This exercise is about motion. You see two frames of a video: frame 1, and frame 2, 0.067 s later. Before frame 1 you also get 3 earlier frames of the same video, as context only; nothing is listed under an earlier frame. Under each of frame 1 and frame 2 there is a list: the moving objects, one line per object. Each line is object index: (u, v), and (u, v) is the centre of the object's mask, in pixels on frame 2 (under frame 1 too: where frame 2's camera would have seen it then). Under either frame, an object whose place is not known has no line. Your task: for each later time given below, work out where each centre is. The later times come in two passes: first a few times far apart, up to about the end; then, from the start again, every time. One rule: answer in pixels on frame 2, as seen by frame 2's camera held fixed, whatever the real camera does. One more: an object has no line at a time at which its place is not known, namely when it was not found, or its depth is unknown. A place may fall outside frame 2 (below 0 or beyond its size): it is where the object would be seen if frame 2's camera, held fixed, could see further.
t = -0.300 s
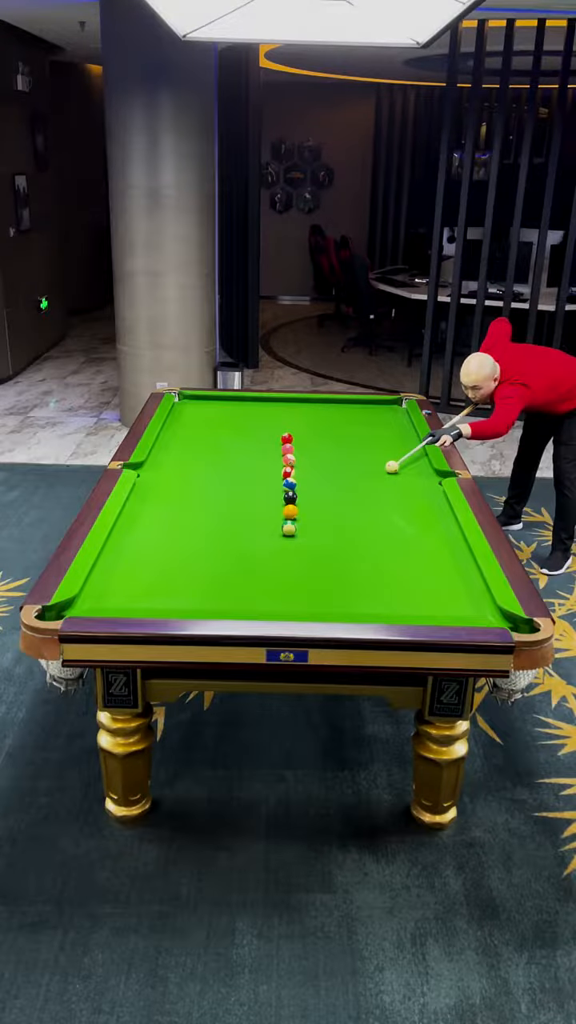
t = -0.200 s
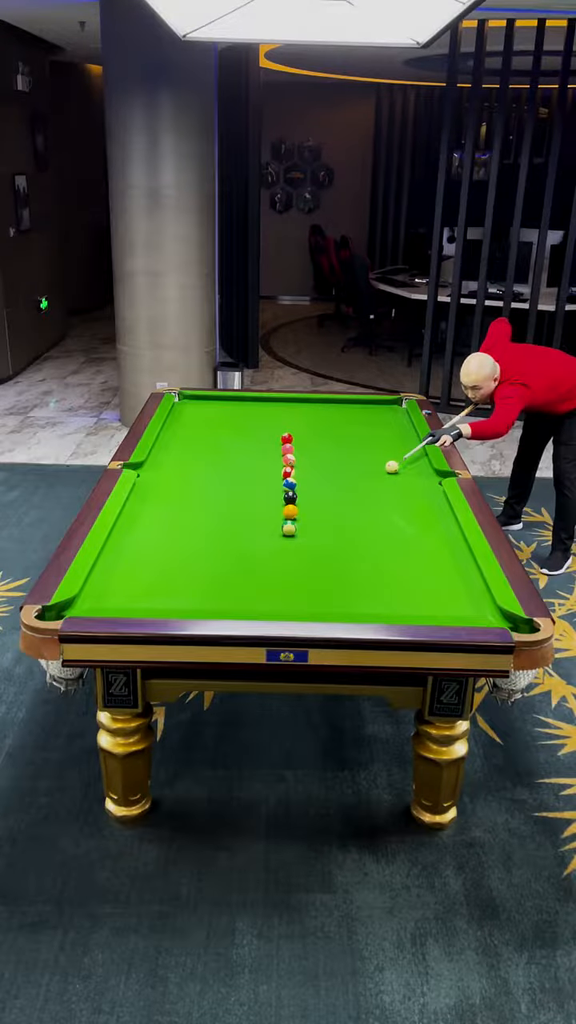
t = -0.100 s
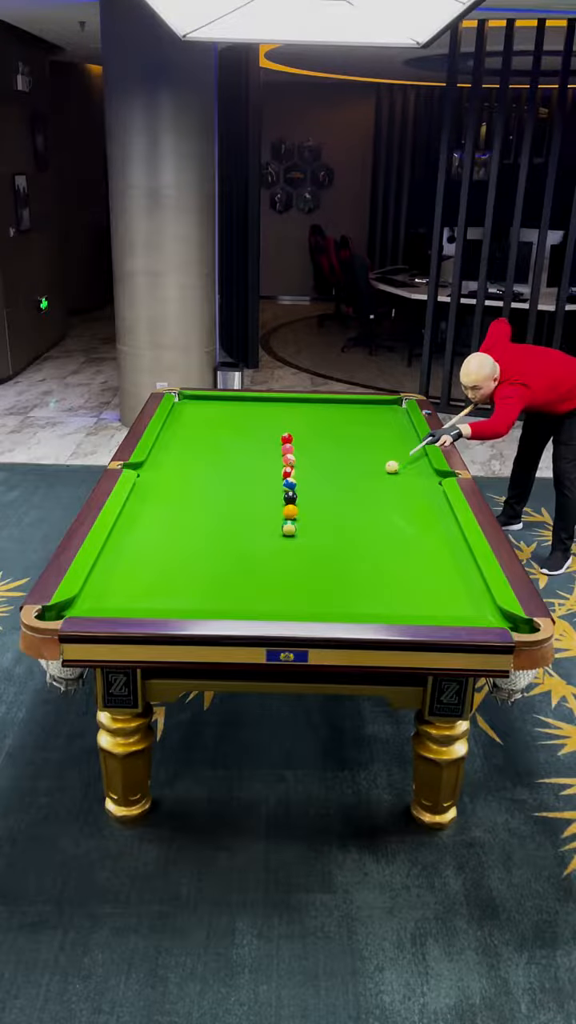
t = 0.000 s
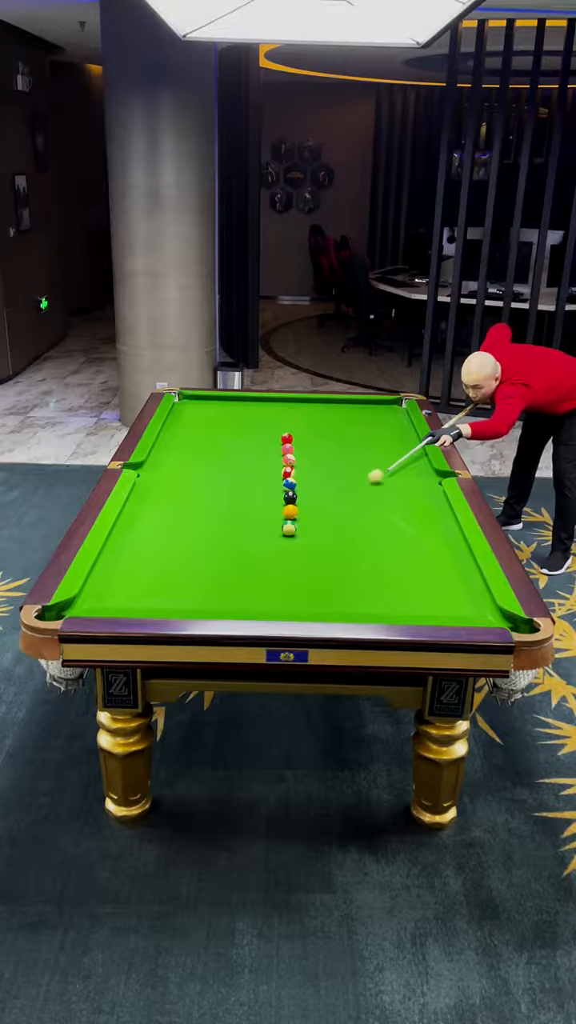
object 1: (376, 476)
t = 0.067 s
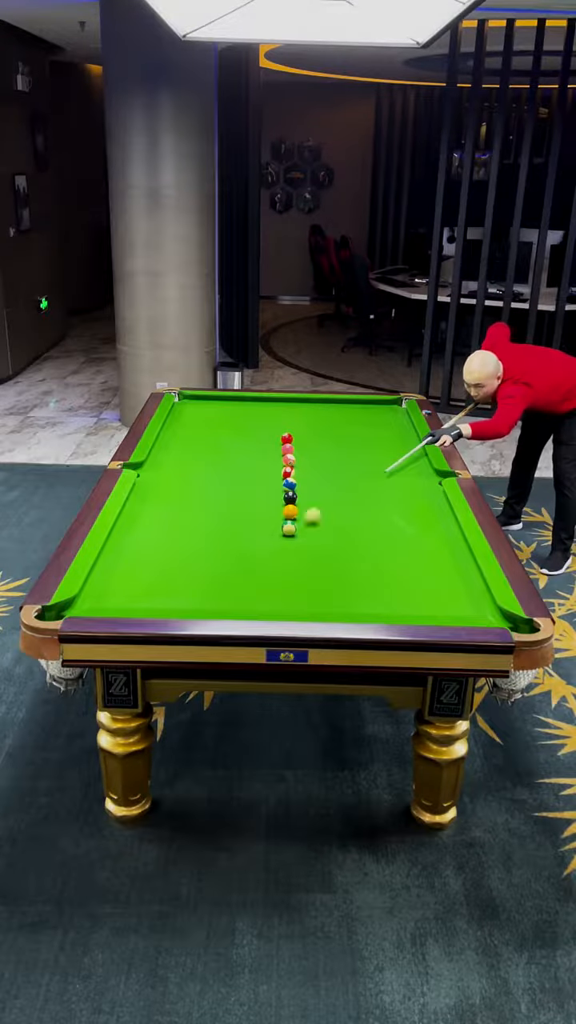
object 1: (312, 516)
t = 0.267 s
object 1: (341, 560)
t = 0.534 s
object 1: (390, 605)
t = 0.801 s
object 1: (431, 572)
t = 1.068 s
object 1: (461, 545)
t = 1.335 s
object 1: (434, 527)
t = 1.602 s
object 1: (410, 512)
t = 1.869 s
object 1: (390, 501)
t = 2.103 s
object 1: (376, 493)
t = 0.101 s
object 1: (307, 527)
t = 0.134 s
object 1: (316, 533)
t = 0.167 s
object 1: (323, 539)
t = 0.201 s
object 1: (329, 546)
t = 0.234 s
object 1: (335, 553)
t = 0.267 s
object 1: (341, 560)
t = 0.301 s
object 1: (346, 567)
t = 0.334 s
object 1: (352, 575)
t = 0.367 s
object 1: (358, 582)
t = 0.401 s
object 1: (364, 591)
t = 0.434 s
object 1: (371, 599)
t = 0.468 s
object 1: (377, 605)
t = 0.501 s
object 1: (384, 609)
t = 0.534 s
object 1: (390, 605)
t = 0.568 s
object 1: (396, 602)
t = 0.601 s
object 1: (401, 597)
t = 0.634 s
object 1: (407, 593)
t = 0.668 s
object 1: (412, 588)
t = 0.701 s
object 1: (417, 584)
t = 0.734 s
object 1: (422, 580)
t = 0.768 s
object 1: (424, 578)
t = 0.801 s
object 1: (431, 572)
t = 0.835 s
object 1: (435, 568)
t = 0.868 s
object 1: (439, 564)
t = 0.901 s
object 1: (443, 561)
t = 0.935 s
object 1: (447, 558)
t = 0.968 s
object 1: (451, 554)
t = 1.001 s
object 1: (454, 551)
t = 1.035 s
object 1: (458, 548)
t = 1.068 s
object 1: (461, 545)
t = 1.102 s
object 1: (457, 543)
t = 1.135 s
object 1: (455, 541)
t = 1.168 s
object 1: (449, 538)
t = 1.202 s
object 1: (448, 536)
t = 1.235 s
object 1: (442, 533)
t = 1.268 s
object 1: (441, 532)
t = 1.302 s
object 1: (436, 529)
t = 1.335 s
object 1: (434, 527)
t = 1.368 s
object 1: (430, 525)
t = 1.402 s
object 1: (428, 523)
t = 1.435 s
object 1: (423, 521)
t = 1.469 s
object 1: (421, 519)
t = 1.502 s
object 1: (418, 517)
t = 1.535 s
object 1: (415, 515)
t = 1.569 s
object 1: (412, 514)
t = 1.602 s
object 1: (410, 512)
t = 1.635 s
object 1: (407, 511)
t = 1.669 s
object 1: (404, 509)
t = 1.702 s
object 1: (402, 507)
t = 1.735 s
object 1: (399, 506)
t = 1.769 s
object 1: (397, 505)
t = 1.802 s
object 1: (394, 503)
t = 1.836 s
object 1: (392, 502)
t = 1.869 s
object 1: (390, 501)
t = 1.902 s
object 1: (388, 499)
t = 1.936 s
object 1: (386, 498)
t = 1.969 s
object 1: (384, 497)
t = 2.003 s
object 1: (382, 496)
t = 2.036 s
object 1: (380, 495)
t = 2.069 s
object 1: (379, 494)
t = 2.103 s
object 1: (376, 493)
